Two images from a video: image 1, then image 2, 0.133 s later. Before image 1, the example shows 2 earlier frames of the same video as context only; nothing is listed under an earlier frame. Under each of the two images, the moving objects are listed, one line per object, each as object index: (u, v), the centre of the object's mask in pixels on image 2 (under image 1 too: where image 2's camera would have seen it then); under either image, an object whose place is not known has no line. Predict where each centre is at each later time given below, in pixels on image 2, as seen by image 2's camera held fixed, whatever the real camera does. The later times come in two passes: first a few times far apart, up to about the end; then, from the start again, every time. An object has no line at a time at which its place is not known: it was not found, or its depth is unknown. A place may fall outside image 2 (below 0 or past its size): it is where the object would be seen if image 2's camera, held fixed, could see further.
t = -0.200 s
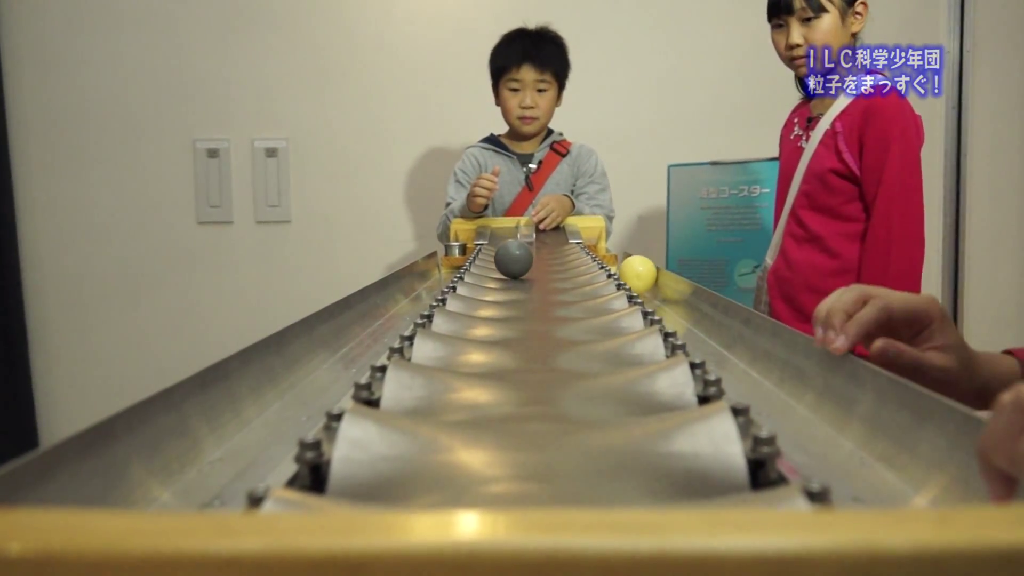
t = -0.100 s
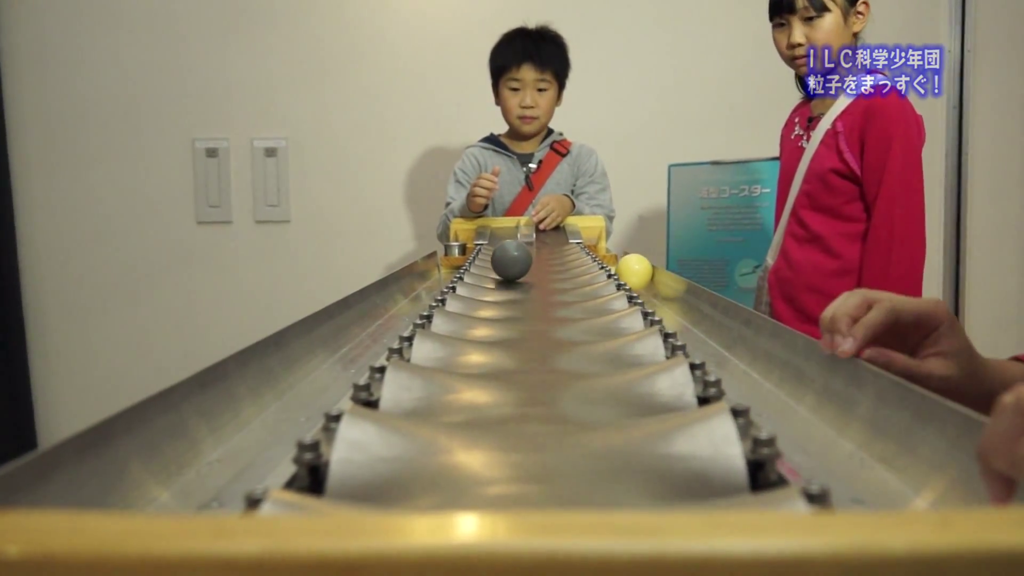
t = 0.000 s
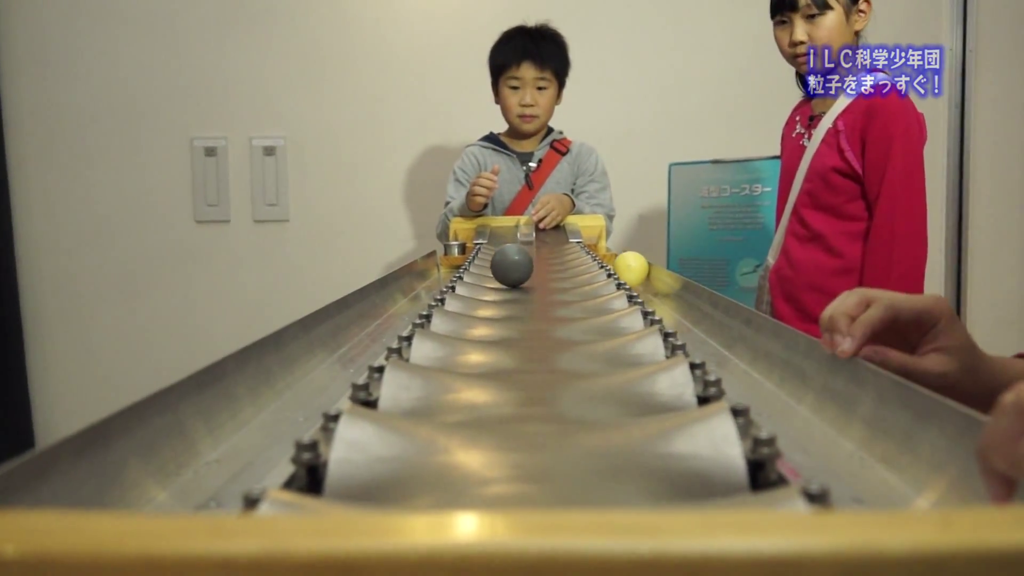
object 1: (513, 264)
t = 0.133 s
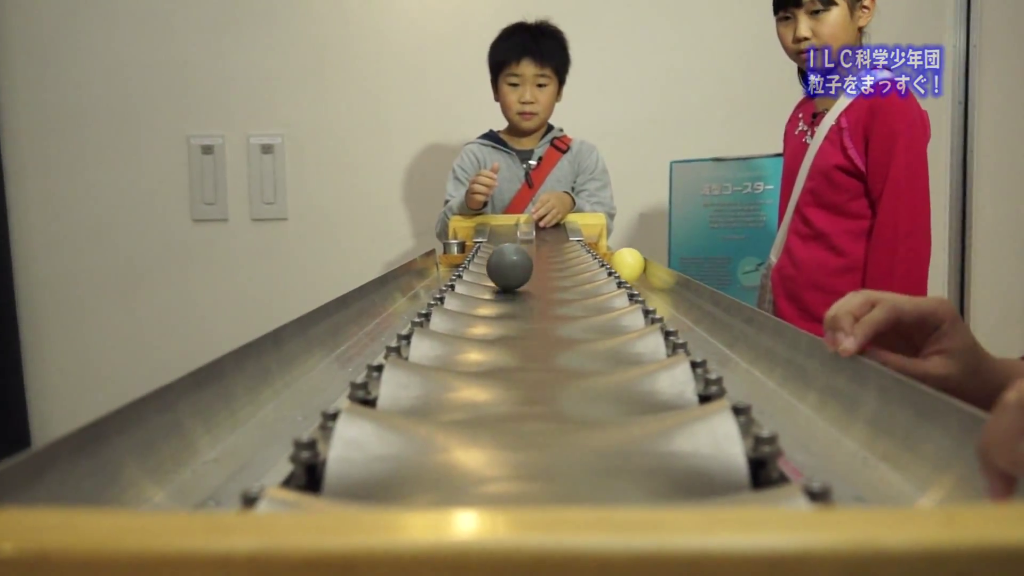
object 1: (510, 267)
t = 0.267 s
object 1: (509, 273)
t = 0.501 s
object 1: (509, 286)
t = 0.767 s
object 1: (510, 303)
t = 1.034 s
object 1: (517, 331)
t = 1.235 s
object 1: (528, 362)
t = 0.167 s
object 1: (510, 269)
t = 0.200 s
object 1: (510, 271)
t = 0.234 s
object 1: (510, 273)
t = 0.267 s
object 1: (509, 273)
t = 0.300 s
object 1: (508, 273)
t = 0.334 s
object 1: (507, 274)
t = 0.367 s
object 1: (507, 277)
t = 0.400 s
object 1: (508, 280)
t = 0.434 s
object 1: (509, 282)
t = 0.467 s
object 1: (509, 284)
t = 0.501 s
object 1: (509, 286)
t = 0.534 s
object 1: (508, 286)
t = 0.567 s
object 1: (507, 288)
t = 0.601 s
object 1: (508, 291)
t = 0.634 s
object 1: (509, 294)
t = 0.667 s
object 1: (510, 297)
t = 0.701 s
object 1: (510, 299)
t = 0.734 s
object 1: (510, 302)
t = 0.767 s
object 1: (510, 303)
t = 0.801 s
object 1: (510, 306)
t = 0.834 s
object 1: (511, 310)
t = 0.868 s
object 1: (512, 313)
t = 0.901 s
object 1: (514, 318)
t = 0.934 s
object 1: (515, 321)
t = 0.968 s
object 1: (516, 325)
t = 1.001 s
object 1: (516, 327)
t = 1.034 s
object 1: (517, 331)
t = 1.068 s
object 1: (518, 336)
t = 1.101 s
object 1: (520, 341)
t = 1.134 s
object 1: (523, 346)
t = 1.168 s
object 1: (525, 351)
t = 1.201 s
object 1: (526, 357)
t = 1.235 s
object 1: (528, 362)
